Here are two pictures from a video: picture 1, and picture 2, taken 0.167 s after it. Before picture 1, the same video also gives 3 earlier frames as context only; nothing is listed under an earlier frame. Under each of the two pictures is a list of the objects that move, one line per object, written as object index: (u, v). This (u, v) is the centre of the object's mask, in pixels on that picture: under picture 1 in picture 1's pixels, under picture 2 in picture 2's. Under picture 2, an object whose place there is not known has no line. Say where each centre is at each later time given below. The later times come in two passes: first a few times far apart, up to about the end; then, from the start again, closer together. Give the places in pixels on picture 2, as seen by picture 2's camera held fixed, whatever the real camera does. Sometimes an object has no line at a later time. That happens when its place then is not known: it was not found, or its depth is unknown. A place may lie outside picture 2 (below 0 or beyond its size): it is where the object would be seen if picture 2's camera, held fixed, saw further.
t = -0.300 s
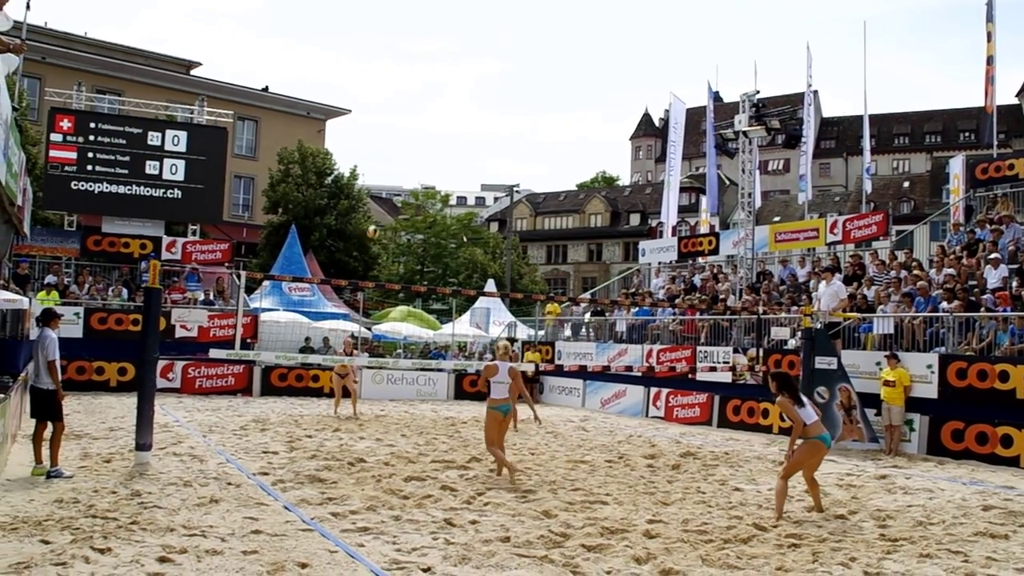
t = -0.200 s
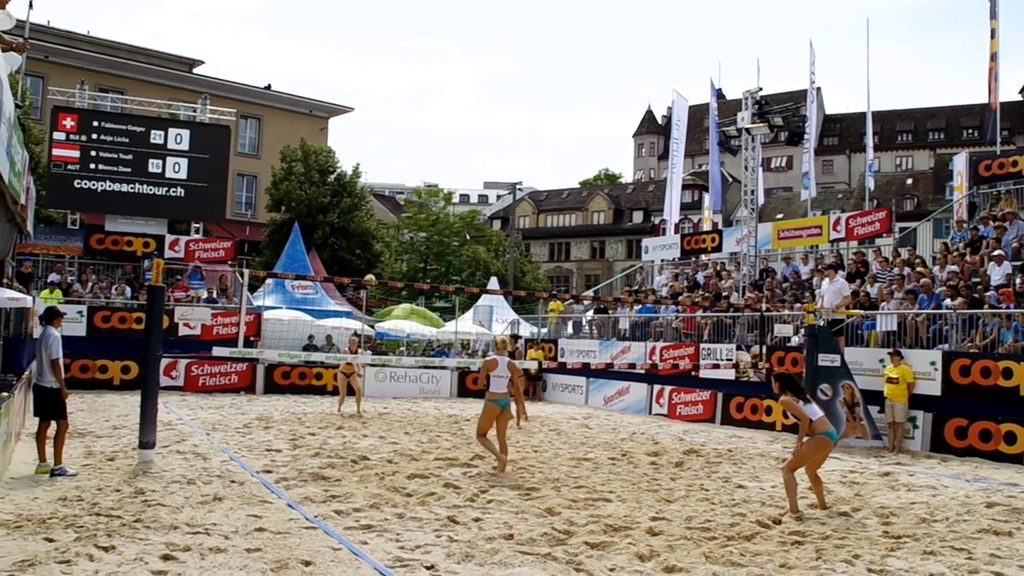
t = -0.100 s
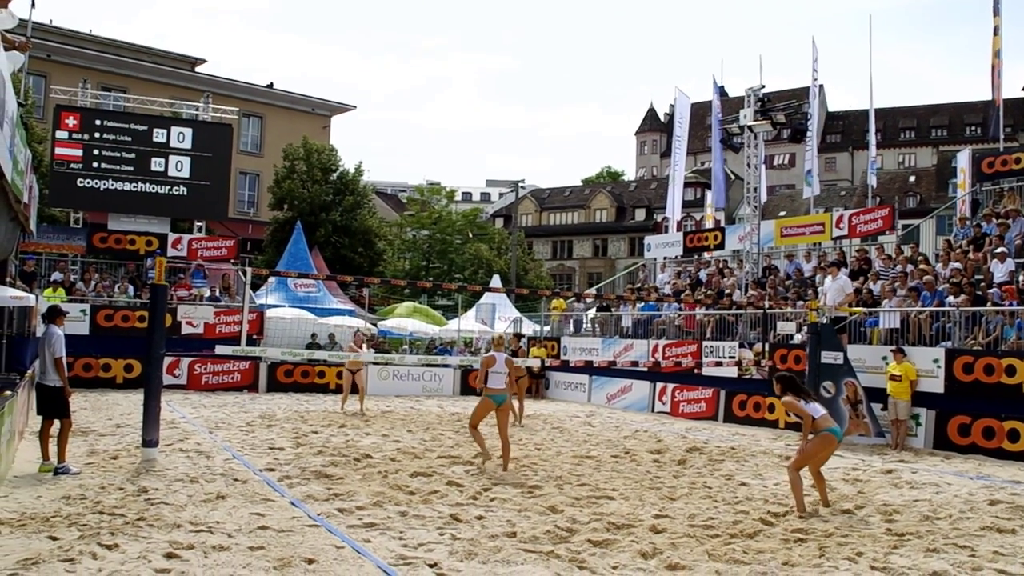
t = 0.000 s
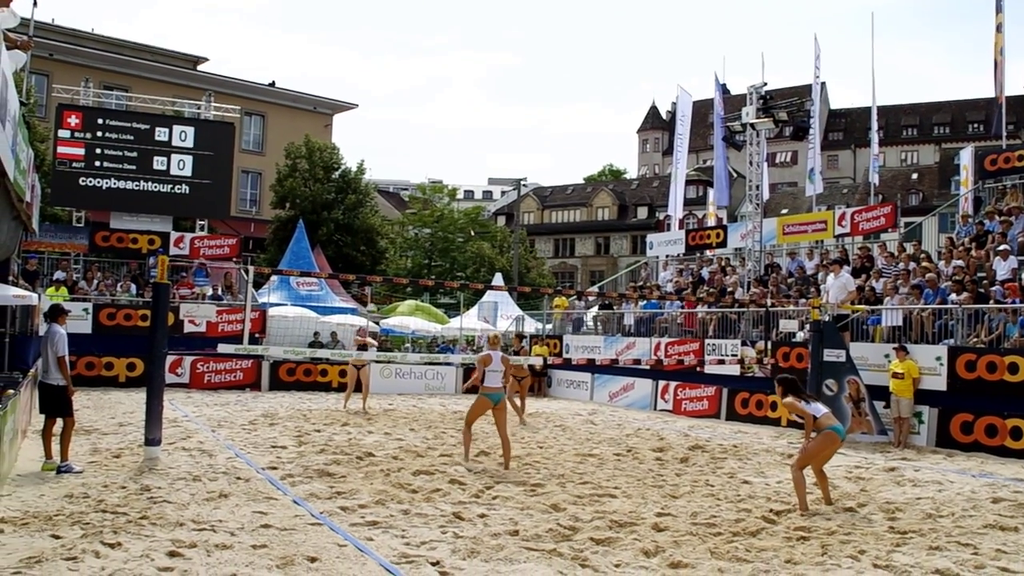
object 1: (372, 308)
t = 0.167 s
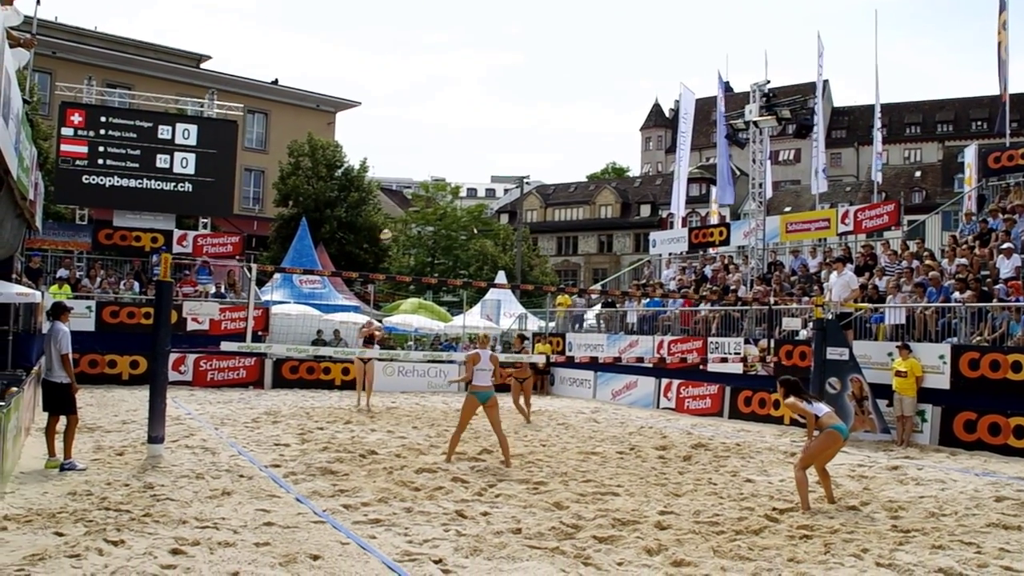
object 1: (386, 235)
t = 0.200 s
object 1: (388, 222)
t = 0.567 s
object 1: (415, 120)
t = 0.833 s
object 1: (433, 89)
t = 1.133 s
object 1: (453, 101)
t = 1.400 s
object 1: (470, 159)
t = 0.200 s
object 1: (388, 222)
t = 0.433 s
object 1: (405, 150)
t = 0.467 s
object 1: (408, 141)
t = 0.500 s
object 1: (410, 134)
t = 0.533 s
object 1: (413, 127)
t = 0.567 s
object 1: (415, 120)
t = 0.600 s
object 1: (417, 114)
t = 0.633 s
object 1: (419, 109)
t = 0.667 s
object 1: (422, 104)
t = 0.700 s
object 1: (424, 100)
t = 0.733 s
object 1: (426, 96)
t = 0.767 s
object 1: (429, 93)
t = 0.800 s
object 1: (431, 91)
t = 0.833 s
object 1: (433, 89)
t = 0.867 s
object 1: (435, 88)
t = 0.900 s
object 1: (438, 87)
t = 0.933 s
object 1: (440, 87)
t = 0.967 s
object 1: (442, 88)
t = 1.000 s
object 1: (445, 90)
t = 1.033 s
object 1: (447, 91)
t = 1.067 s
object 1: (449, 94)
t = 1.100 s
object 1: (451, 97)
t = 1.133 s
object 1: (453, 101)
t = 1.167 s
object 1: (456, 106)
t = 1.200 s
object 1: (458, 111)
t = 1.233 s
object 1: (460, 118)
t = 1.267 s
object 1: (462, 125)
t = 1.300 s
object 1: (464, 132)
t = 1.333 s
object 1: (466, 140)
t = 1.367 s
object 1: (468, 149)
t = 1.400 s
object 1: (470, 159)
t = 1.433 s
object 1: (472, 169)
